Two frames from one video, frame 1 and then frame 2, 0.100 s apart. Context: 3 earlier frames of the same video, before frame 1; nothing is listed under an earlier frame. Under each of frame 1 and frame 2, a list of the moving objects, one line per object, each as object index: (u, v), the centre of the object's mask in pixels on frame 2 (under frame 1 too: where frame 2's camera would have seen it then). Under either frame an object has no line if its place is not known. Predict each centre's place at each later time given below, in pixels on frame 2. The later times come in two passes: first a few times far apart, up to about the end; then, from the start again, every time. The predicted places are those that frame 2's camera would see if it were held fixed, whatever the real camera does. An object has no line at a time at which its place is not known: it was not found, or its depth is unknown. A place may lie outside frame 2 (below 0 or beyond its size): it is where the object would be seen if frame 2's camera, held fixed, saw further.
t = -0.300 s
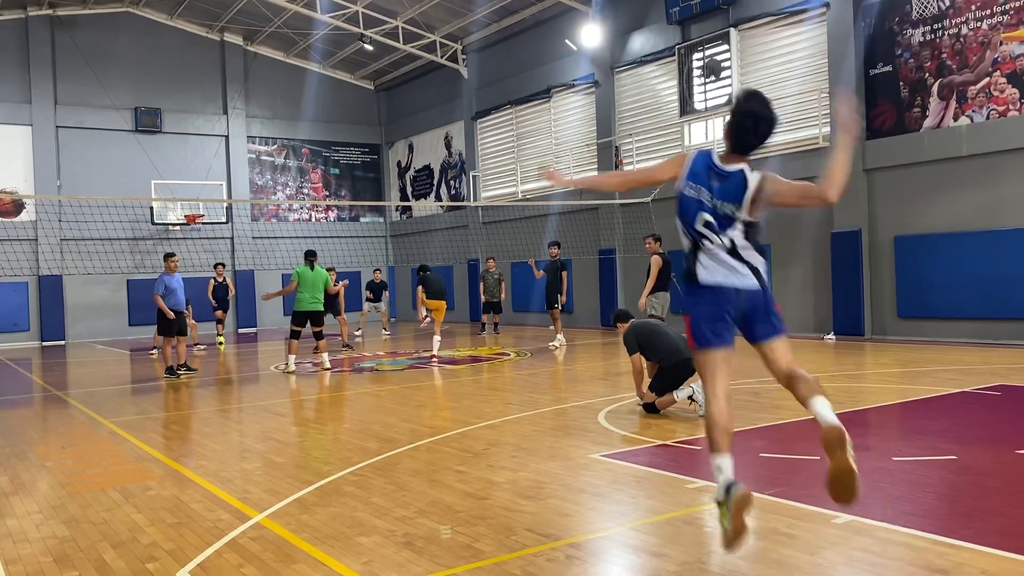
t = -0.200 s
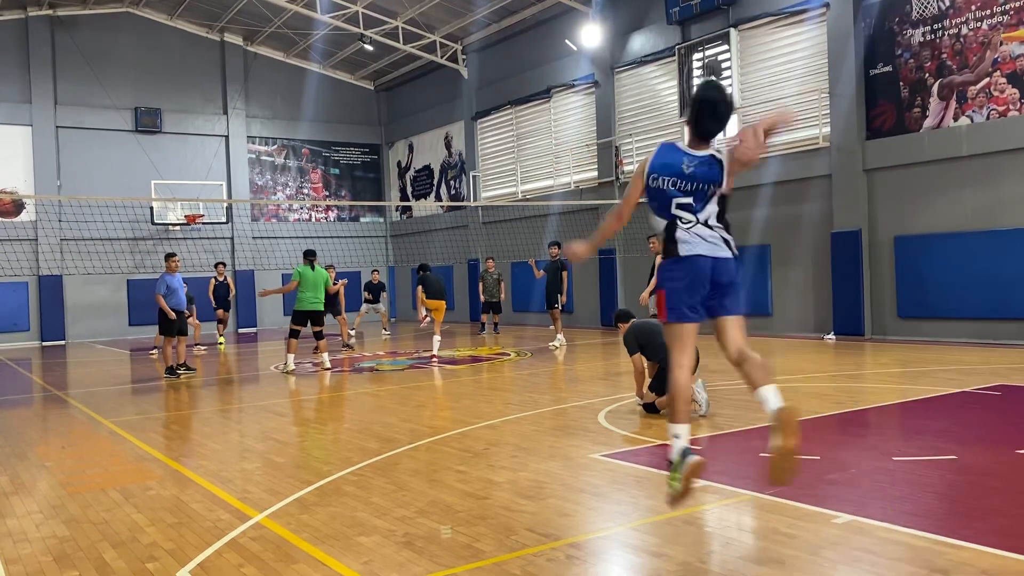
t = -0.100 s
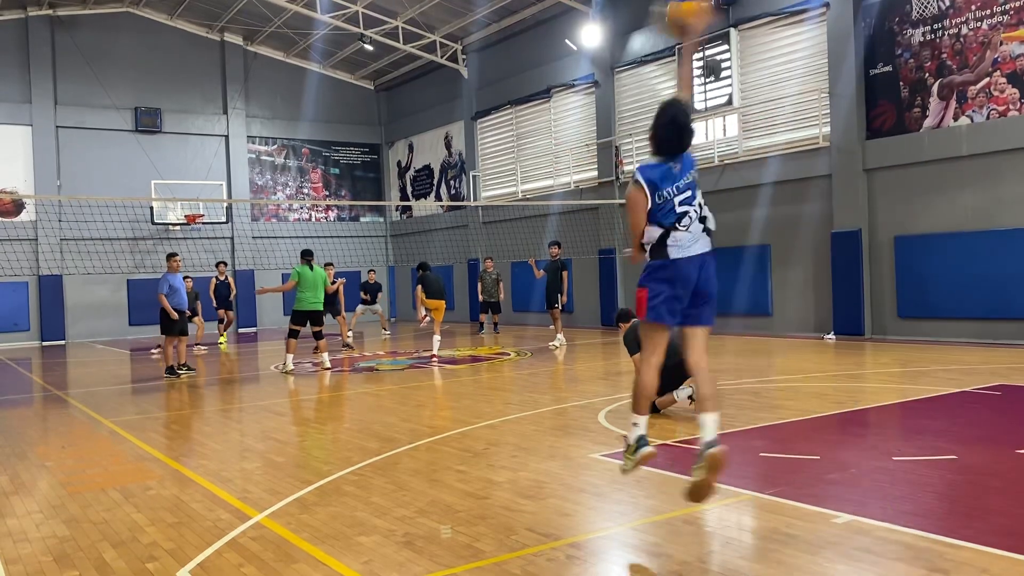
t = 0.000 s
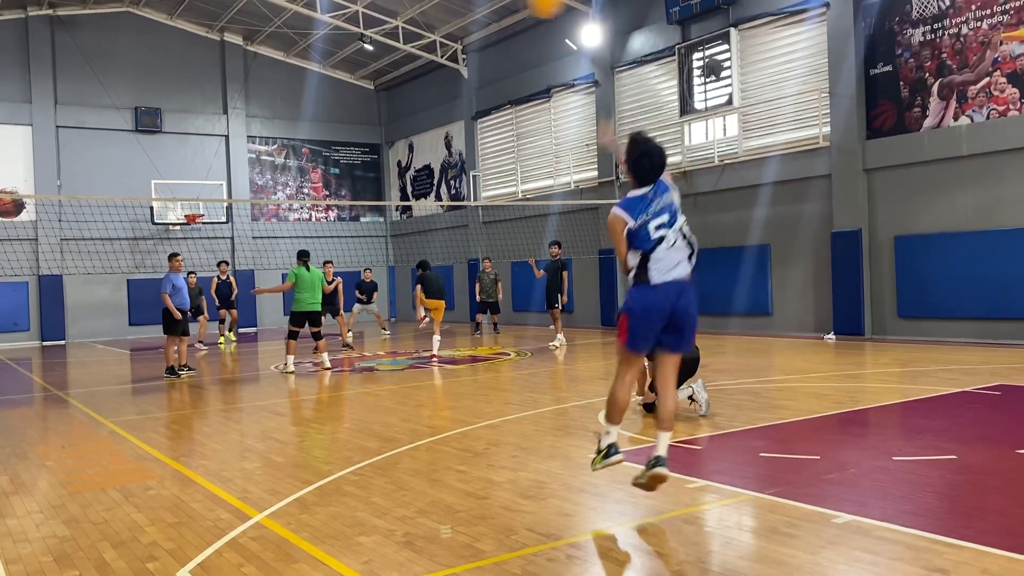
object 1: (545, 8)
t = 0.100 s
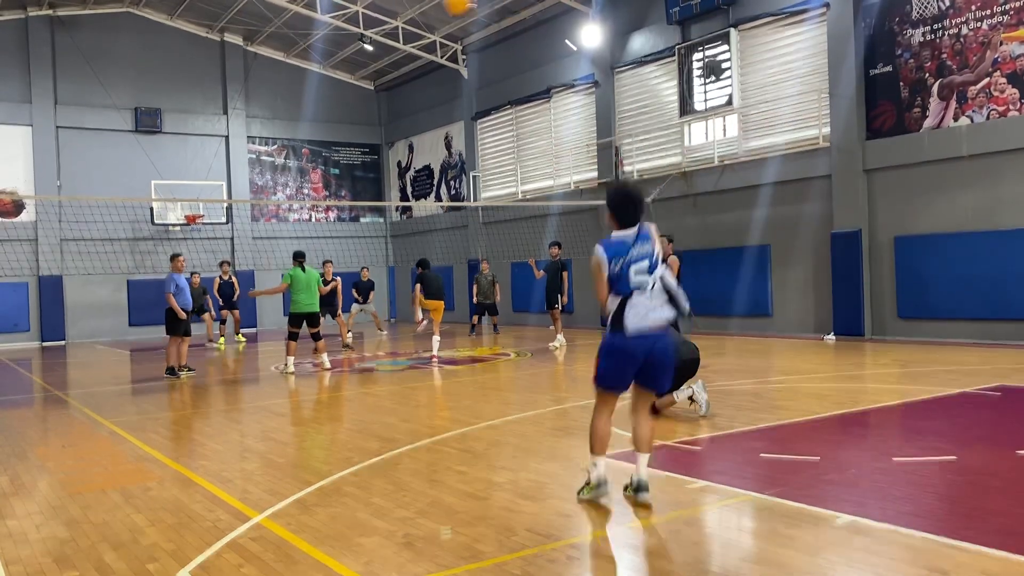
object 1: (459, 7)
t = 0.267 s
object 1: (370, 18)
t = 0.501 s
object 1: (304, 65)
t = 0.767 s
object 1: (263, 127)
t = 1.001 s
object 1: (242, 185)
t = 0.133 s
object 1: (436, 3)
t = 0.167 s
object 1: (417, 8)
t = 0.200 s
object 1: (399, 7)
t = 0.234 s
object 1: (384, 12)
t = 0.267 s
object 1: (370, 18)
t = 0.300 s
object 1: (358, 23)
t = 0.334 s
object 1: (346, 29)
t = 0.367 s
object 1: (336, 36)
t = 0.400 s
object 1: (327, 43)
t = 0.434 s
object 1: (319, 51)
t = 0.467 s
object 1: (312, 57)
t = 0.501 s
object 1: (304, 65)
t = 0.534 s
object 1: (297, 74)
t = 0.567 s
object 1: (291, 81)
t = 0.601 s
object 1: (286, 88)
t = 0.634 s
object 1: (281, 96)
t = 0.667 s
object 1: (276, 104)
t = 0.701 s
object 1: (272, 111)
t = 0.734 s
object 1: (267, 119)
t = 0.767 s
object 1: (263, 127)
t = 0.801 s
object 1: (260, 135)
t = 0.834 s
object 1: (256, 143)
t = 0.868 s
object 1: (253, 151)
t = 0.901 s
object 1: (250, 160)
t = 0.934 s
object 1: (247, 168)
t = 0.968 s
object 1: (245, 176)
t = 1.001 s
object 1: (242, 185)
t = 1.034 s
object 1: (241, 194)
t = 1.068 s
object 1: (239, 206)
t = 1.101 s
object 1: (238, 212)
